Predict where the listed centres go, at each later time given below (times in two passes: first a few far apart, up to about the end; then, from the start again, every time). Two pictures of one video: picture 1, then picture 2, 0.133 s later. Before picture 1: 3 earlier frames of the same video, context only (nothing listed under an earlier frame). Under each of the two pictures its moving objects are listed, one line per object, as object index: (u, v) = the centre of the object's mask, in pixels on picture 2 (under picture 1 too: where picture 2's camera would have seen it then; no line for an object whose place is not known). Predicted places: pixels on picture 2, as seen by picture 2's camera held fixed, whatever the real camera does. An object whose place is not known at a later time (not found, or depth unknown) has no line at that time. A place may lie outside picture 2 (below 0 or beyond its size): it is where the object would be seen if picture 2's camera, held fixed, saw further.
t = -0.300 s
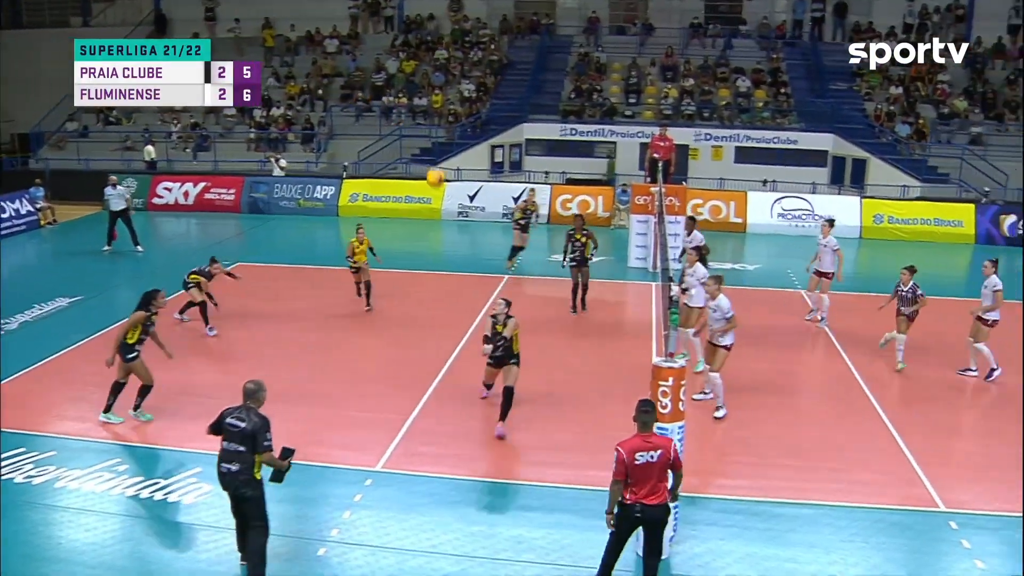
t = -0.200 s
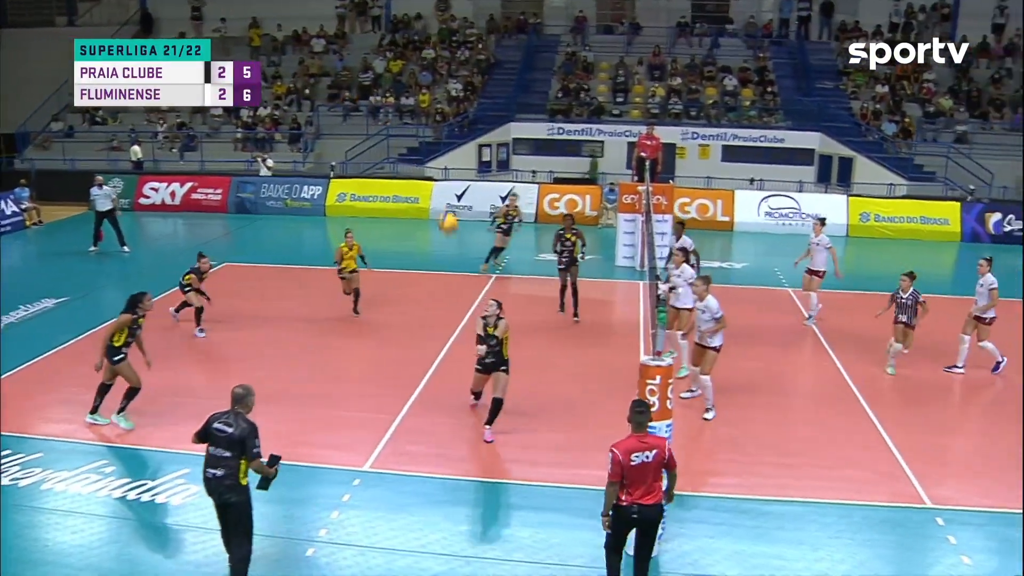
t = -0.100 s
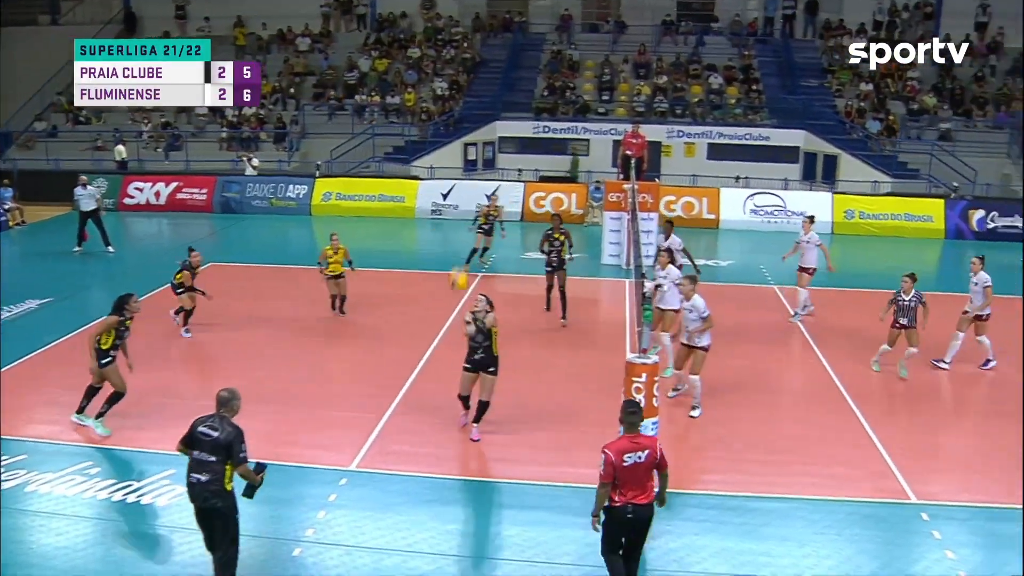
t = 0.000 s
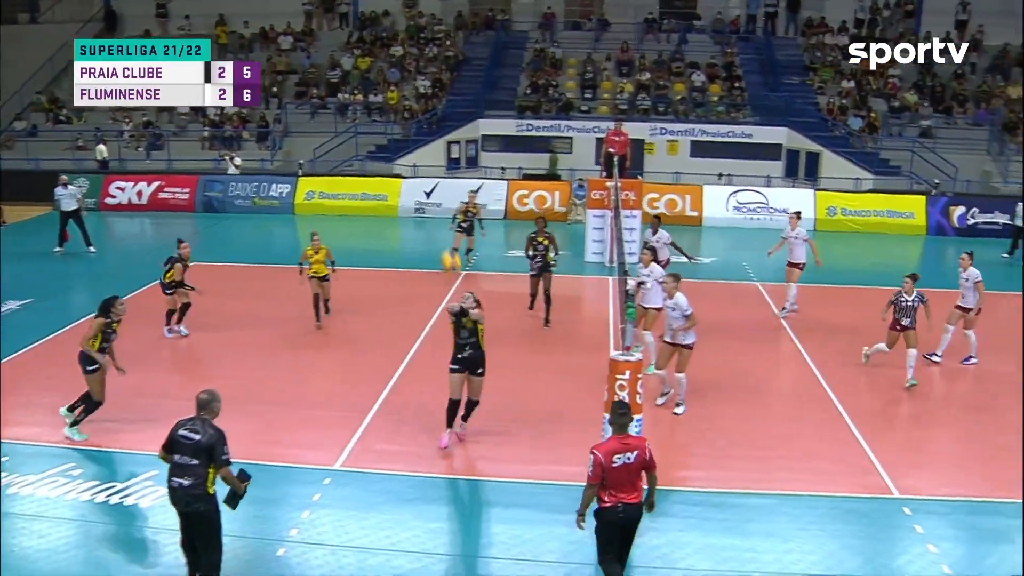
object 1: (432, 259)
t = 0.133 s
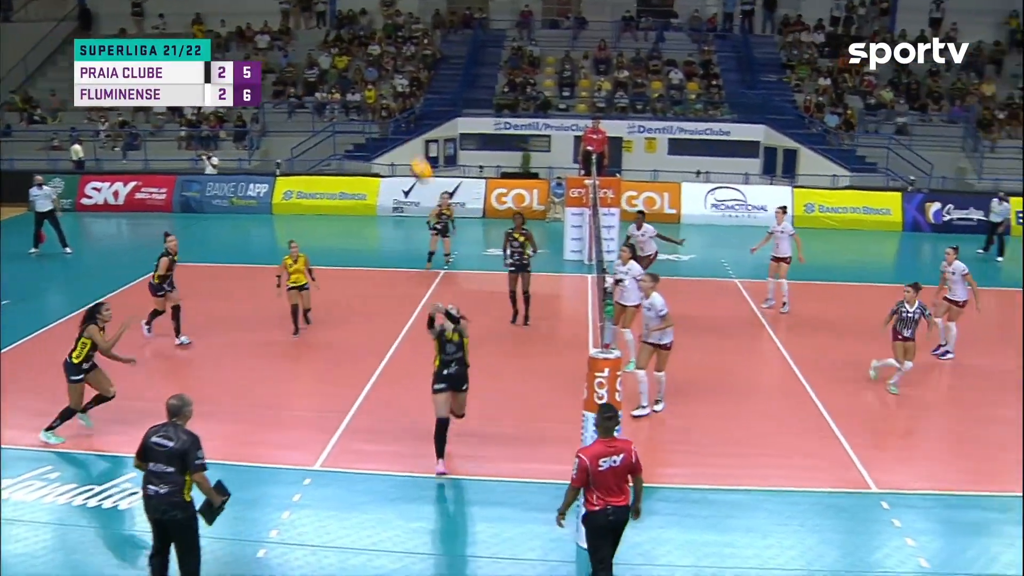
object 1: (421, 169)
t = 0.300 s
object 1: (409, 78)
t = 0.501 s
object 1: (393, 5)
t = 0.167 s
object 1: (419, 151)
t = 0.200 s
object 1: (416, 128)
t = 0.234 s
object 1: (413, 110)
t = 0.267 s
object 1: (411, 94)
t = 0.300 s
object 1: (409, 78)
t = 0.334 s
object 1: (406, 62)
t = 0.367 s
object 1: (404, 47)
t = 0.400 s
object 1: (400, 34)
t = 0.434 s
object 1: (398, 22)
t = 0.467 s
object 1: (396, 11)
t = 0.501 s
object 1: (393, 5)
